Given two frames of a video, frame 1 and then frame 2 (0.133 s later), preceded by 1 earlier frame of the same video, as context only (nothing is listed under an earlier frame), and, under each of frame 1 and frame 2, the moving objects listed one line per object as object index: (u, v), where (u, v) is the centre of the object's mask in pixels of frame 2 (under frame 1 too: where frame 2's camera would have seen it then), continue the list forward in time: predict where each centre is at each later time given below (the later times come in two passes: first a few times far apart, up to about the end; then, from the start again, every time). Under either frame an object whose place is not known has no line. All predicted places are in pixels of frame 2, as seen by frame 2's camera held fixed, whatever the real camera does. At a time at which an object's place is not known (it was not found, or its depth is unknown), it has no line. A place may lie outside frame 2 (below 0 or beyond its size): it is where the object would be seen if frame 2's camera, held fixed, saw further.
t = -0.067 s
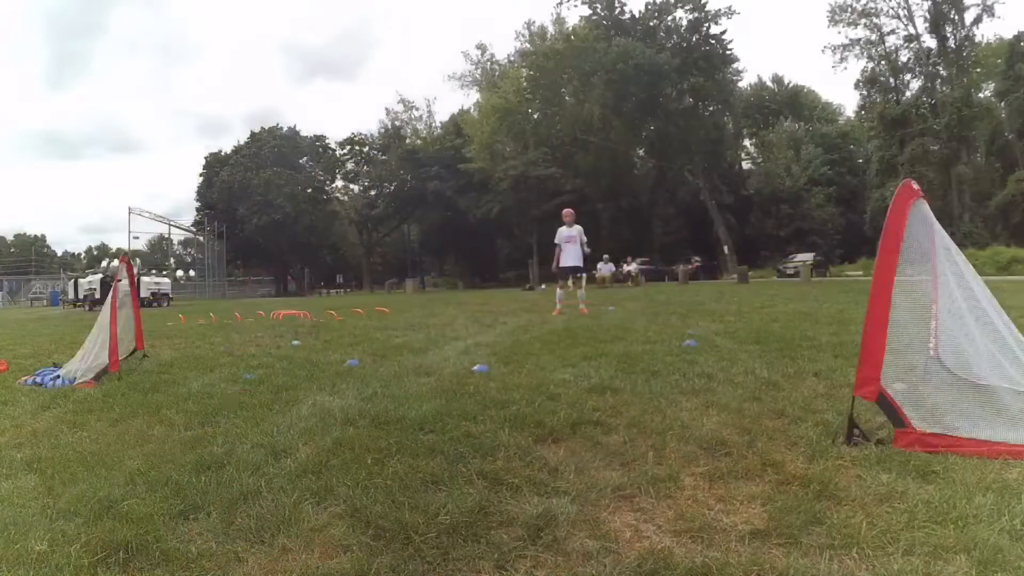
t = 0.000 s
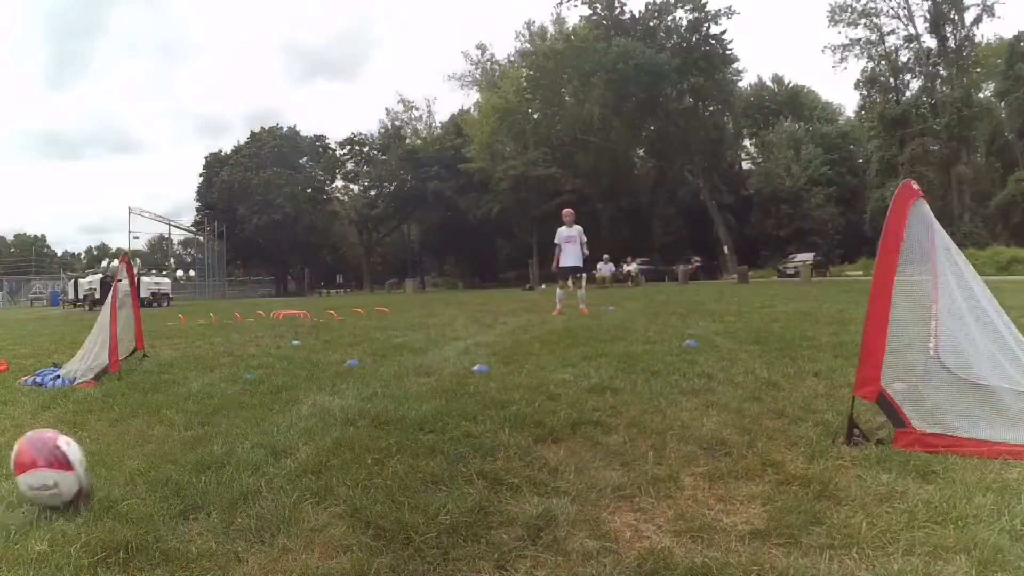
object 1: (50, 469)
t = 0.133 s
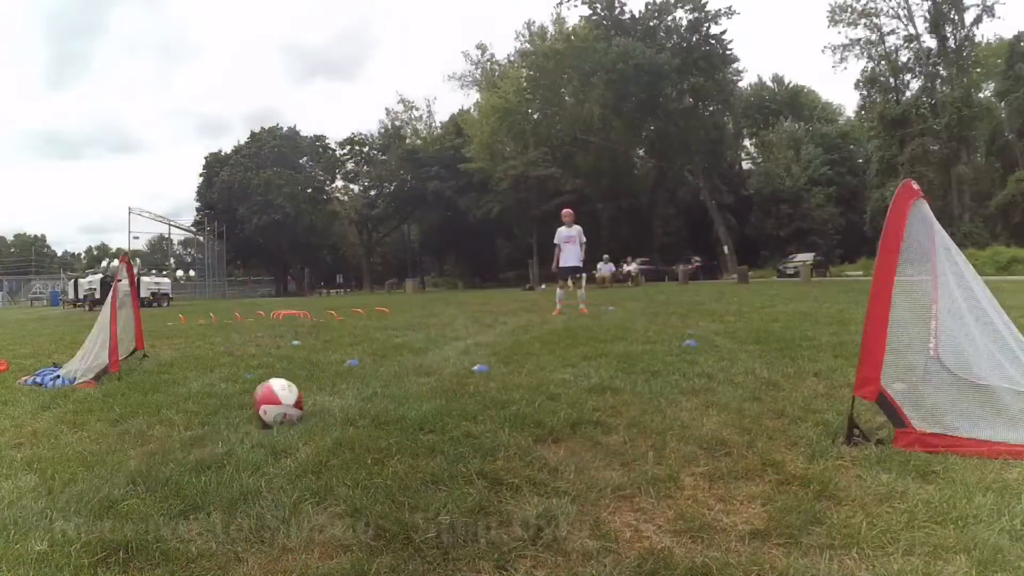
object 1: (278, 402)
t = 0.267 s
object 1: (368, 370)
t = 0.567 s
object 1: (453, 339)
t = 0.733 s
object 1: (478, 330)
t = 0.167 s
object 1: (306, 391)
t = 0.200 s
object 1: (331, 383)
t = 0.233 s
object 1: (351, 377)
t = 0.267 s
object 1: (368, 370)
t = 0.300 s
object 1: (381, 362)
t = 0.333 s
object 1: (394, 356)
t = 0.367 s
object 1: (405, 351)
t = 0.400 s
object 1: (415, 348)
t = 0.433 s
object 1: (423, 347)
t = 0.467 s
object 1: (432, 346)
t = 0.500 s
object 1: (441, 346)
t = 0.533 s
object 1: (447, 342)
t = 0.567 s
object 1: (453, 339)
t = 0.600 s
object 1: (458, 336)
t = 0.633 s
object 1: (464, 333)
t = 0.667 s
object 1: (470, 332)
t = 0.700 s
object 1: (474, 331)
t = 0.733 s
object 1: (478, 330)
